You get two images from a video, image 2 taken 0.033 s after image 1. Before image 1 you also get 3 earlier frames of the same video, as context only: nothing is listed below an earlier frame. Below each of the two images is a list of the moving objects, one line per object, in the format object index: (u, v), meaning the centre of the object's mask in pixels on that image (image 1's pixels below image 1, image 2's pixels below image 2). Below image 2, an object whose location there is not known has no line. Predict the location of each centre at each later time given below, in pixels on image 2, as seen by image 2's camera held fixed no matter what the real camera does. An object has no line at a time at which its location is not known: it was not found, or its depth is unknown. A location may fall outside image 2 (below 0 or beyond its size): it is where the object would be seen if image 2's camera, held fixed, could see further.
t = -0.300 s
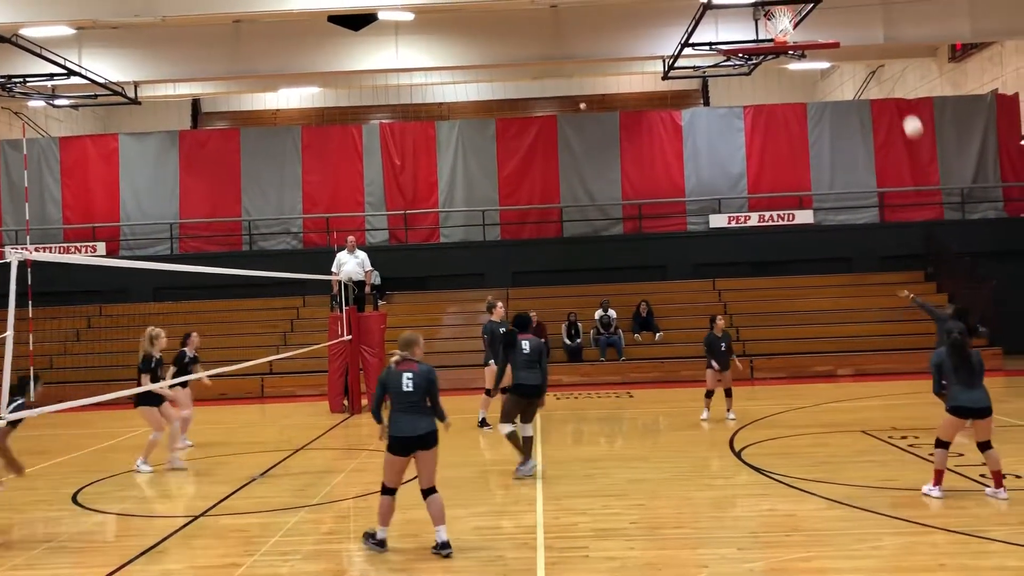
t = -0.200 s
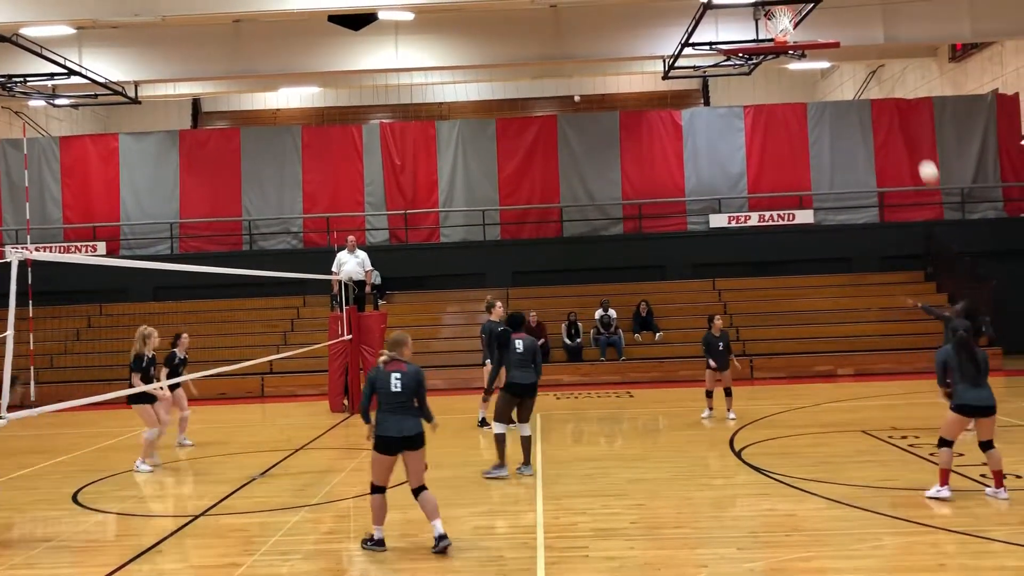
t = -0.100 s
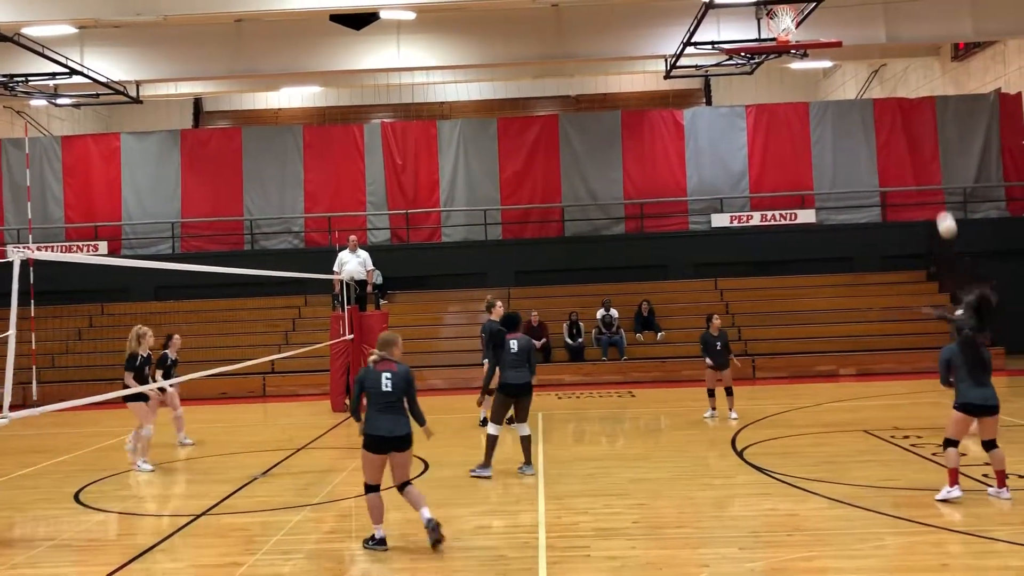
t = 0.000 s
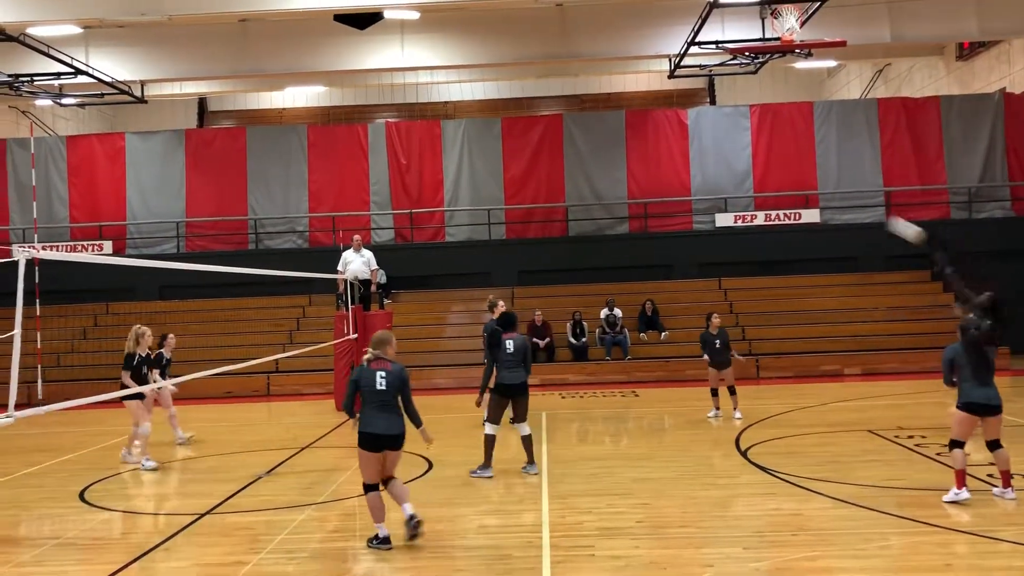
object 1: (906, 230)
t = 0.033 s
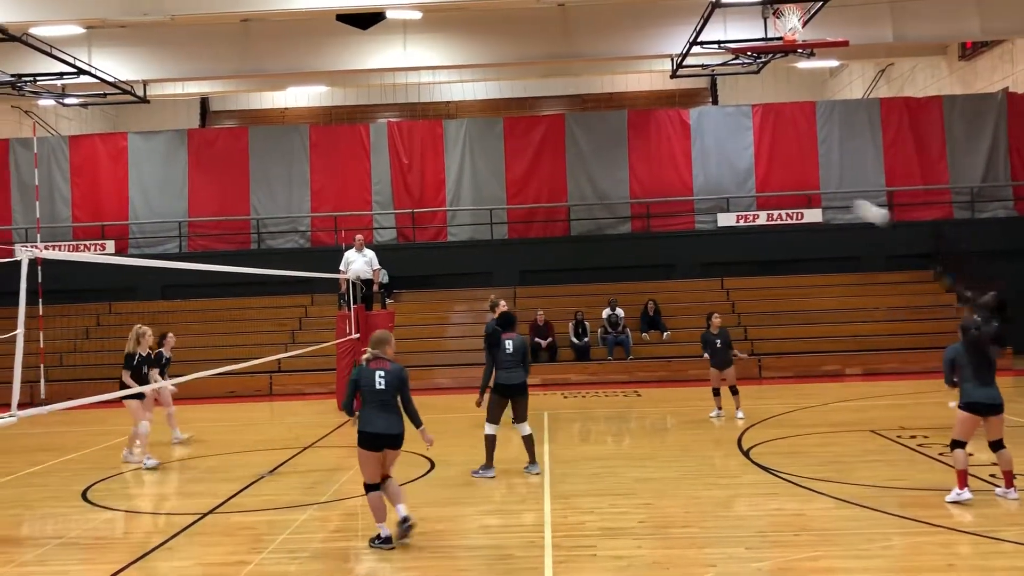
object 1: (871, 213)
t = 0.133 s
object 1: (760, 168)
